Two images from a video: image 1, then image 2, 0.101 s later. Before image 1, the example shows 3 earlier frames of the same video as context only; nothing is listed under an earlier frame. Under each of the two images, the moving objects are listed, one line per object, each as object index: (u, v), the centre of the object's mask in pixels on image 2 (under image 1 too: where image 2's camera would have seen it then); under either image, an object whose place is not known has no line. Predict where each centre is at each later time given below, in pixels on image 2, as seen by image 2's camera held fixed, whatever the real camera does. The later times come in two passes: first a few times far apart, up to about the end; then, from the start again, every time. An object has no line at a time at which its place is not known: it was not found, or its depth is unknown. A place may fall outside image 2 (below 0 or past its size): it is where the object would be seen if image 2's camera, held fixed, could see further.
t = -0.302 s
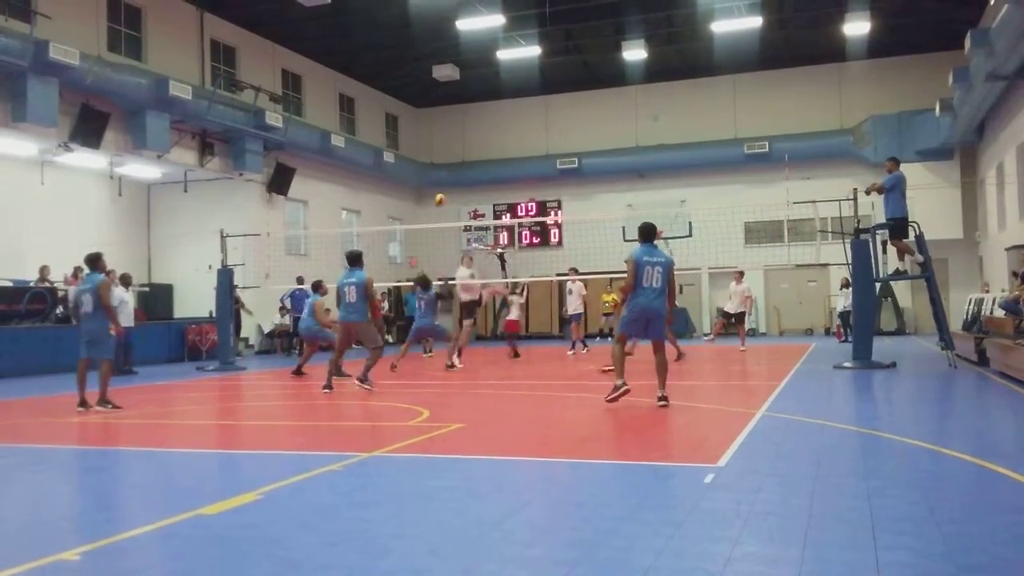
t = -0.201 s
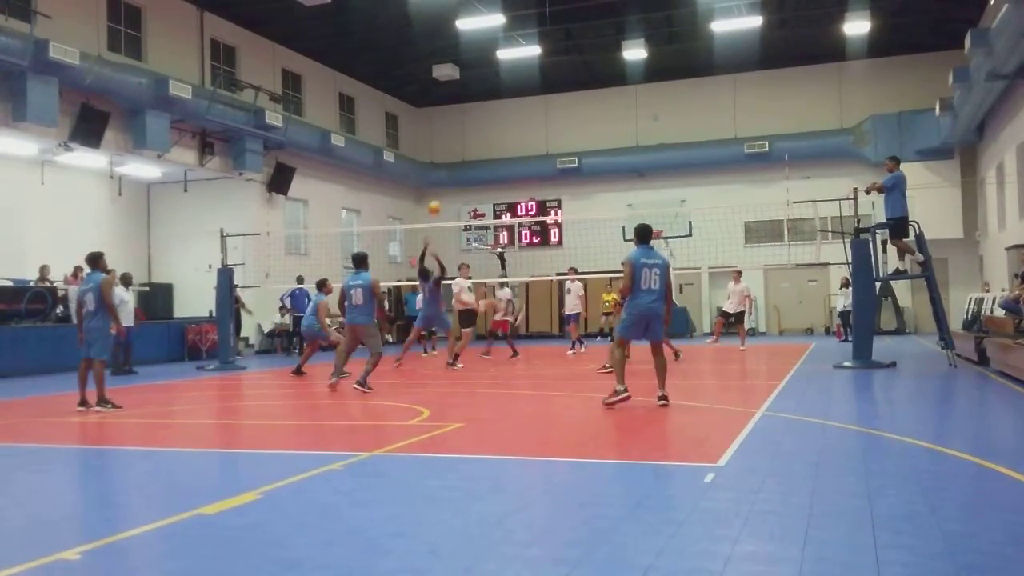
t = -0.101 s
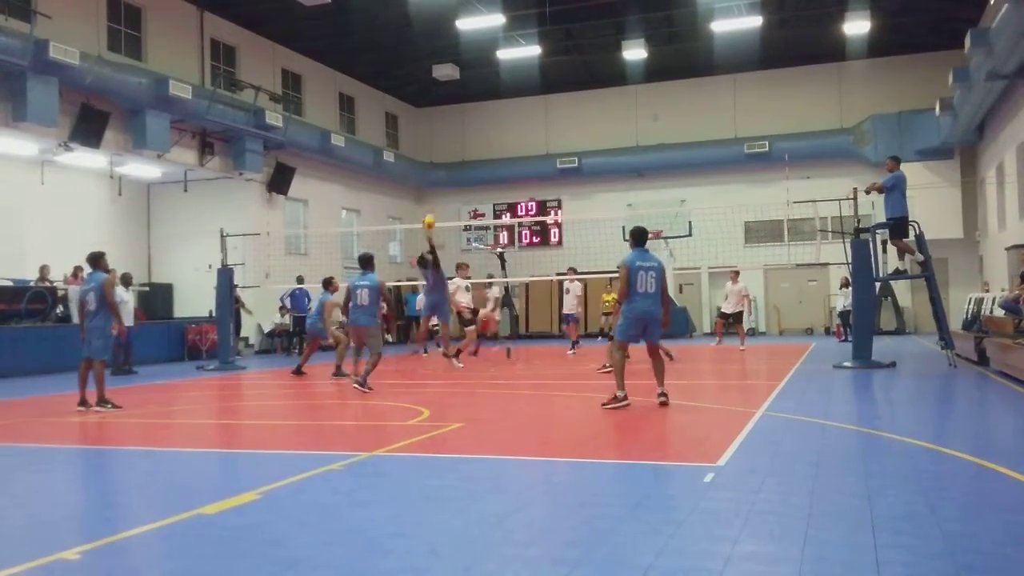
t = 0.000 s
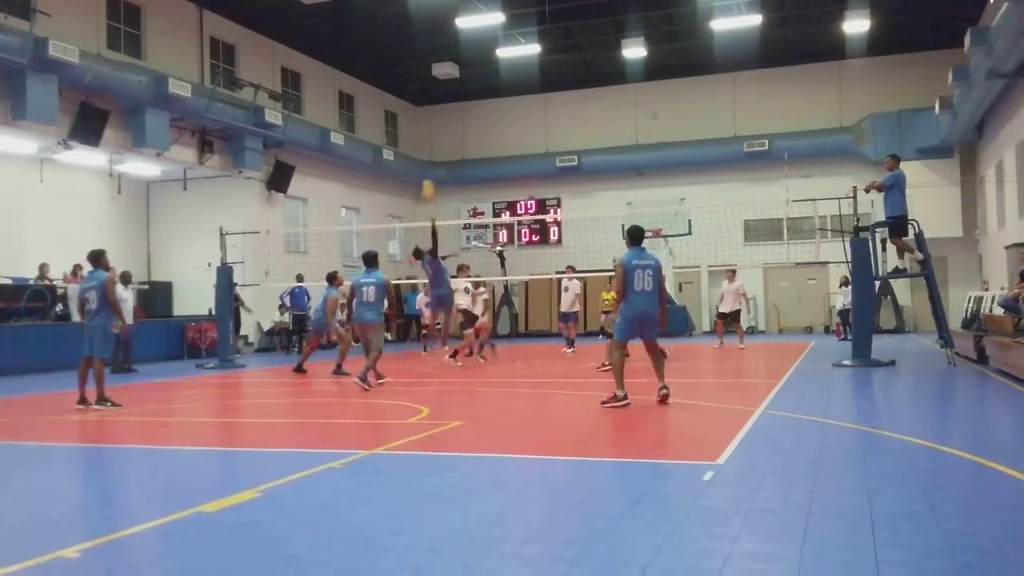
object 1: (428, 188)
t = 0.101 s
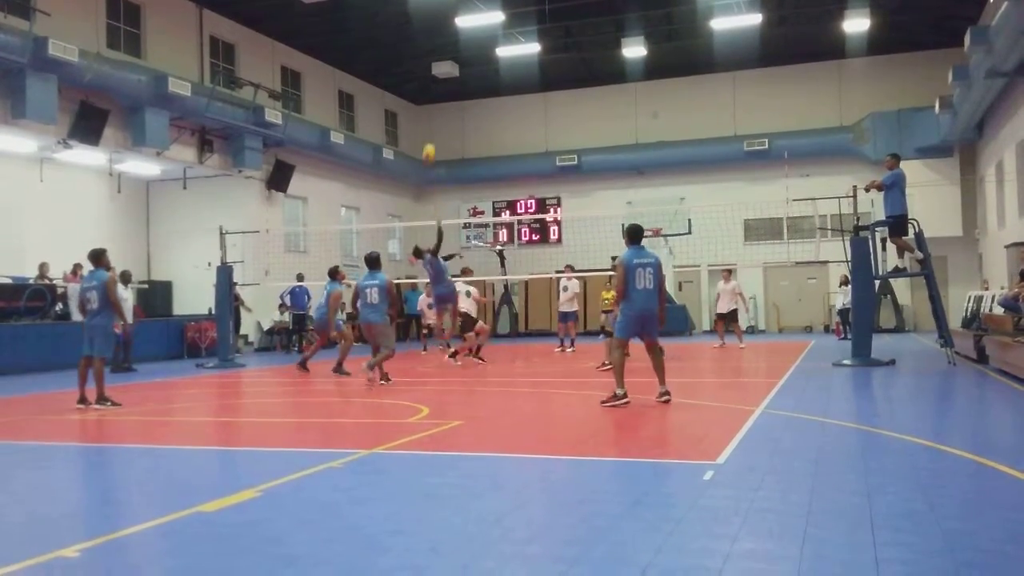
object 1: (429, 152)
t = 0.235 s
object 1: (431, 112)
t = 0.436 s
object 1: (434, 76)
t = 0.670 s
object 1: (438, 63)
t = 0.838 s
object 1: (442, 74)
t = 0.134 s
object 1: (429, 141)
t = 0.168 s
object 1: (429, 131)
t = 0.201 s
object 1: (431, 121)
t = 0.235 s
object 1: (431, 112)
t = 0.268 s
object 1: (432, 104)
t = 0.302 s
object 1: (432, 97)
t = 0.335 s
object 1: (433, 91)
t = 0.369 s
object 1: (433, 86)
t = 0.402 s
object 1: (434, 80)
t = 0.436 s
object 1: (434, 76)
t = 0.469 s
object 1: (435, 71)
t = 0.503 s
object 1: (435, 68)
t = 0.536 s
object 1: (436, 66)
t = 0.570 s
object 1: (436, 64)
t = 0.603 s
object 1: (437, 63)
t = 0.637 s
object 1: (438, 63)
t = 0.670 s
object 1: (438, 63)
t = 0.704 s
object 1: (439, 63)
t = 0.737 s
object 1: (440, 65)
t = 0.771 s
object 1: (441, 66)
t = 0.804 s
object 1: (441, 71)
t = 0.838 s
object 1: (442, 74)
